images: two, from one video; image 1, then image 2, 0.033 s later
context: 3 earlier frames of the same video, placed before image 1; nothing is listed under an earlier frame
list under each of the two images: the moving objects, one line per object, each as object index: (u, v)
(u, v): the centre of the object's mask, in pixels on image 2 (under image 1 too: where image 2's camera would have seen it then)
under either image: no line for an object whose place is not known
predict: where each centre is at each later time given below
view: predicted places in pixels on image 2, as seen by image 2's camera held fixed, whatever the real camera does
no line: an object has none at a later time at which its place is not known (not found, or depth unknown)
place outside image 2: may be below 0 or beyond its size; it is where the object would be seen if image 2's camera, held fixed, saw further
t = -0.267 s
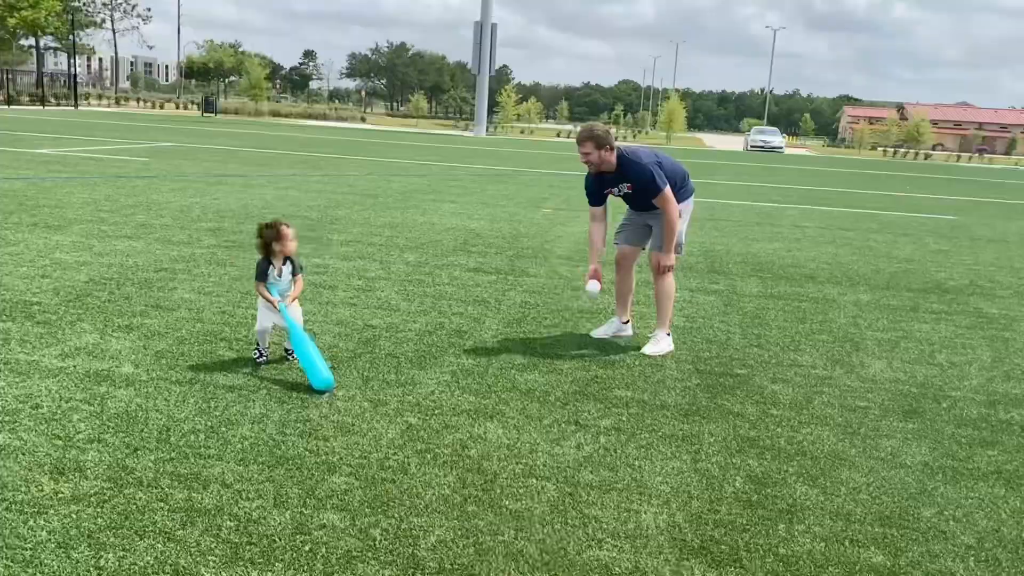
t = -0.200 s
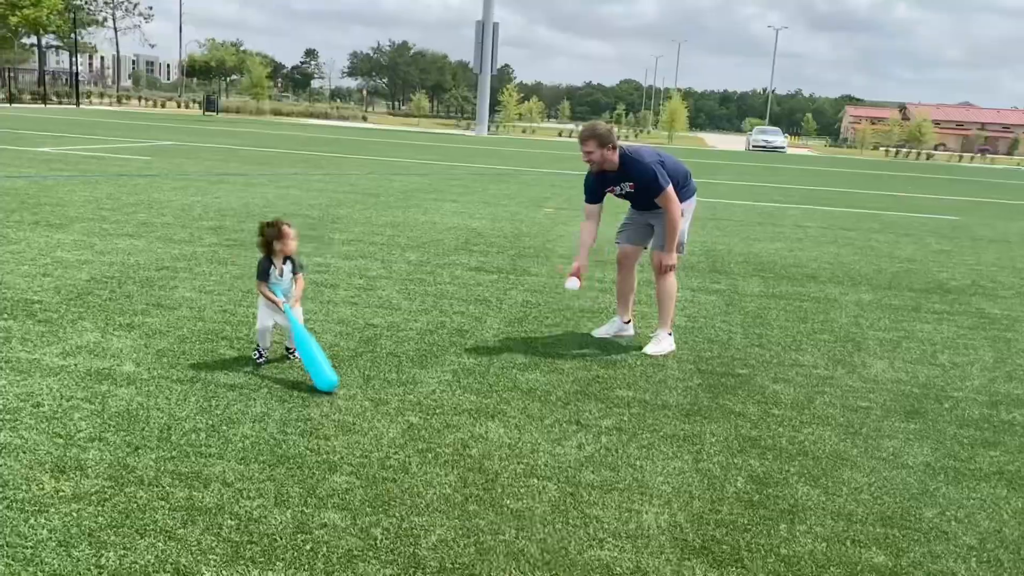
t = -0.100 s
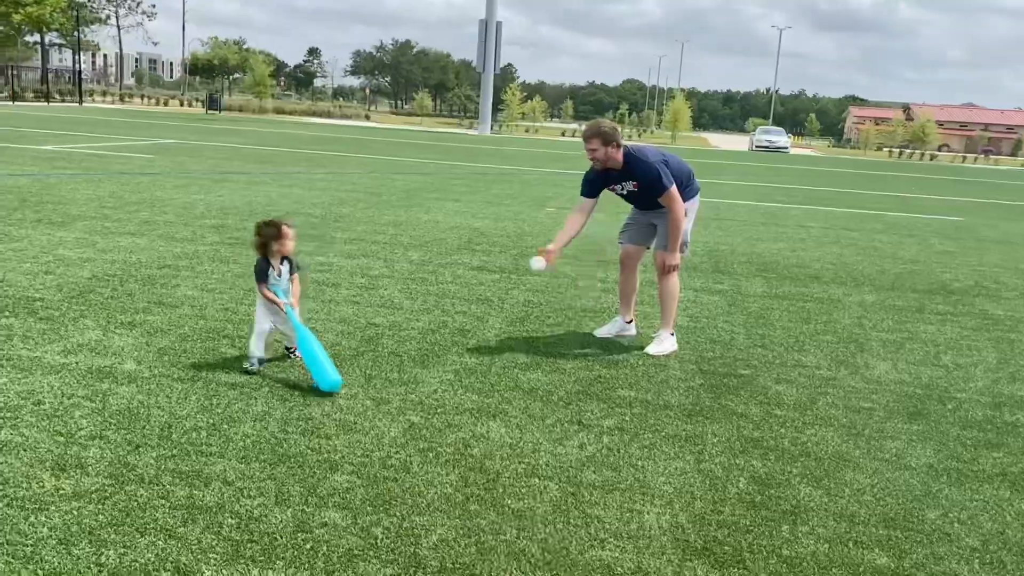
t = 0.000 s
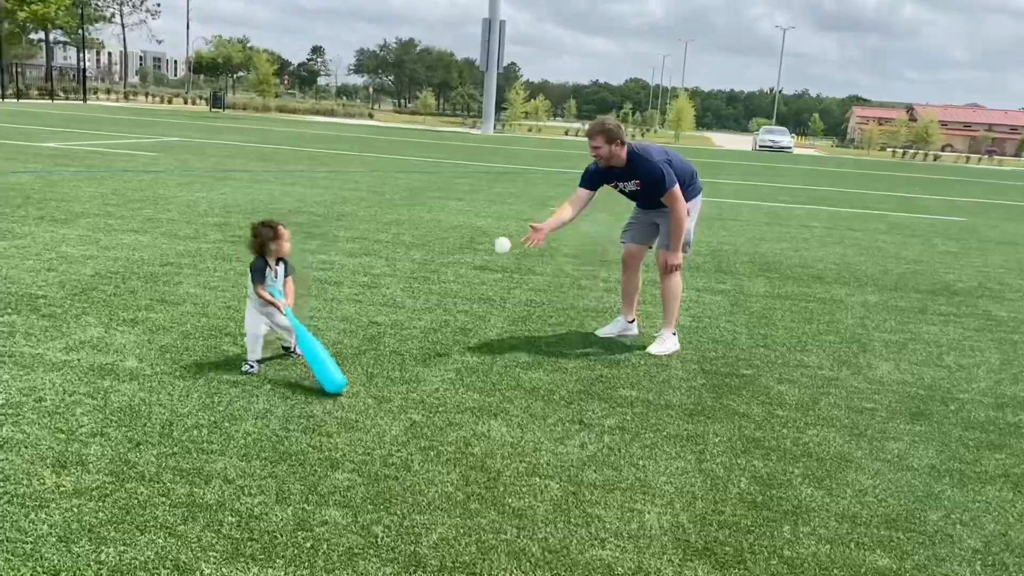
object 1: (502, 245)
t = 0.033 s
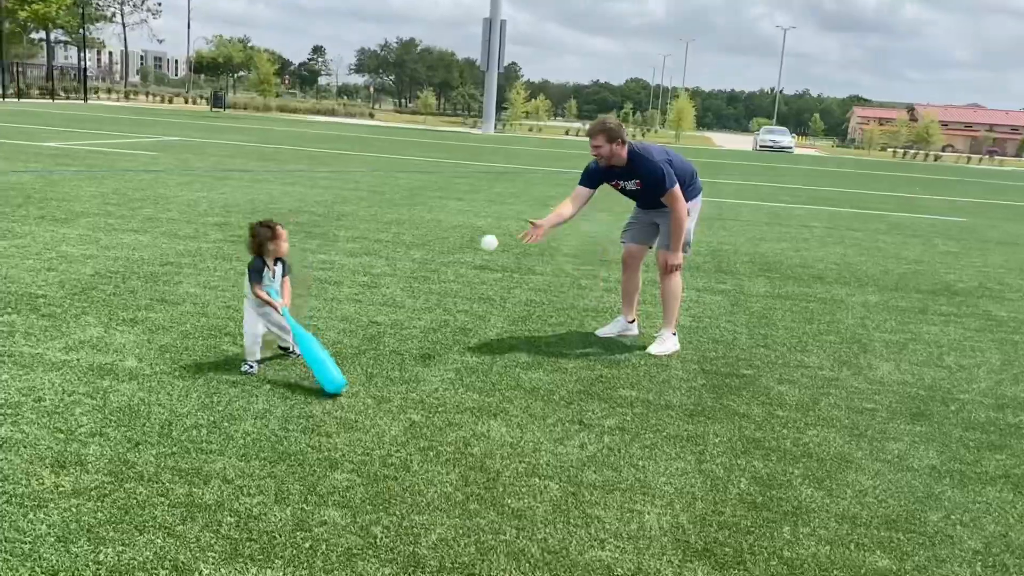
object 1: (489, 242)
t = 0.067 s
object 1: (476, 242)
